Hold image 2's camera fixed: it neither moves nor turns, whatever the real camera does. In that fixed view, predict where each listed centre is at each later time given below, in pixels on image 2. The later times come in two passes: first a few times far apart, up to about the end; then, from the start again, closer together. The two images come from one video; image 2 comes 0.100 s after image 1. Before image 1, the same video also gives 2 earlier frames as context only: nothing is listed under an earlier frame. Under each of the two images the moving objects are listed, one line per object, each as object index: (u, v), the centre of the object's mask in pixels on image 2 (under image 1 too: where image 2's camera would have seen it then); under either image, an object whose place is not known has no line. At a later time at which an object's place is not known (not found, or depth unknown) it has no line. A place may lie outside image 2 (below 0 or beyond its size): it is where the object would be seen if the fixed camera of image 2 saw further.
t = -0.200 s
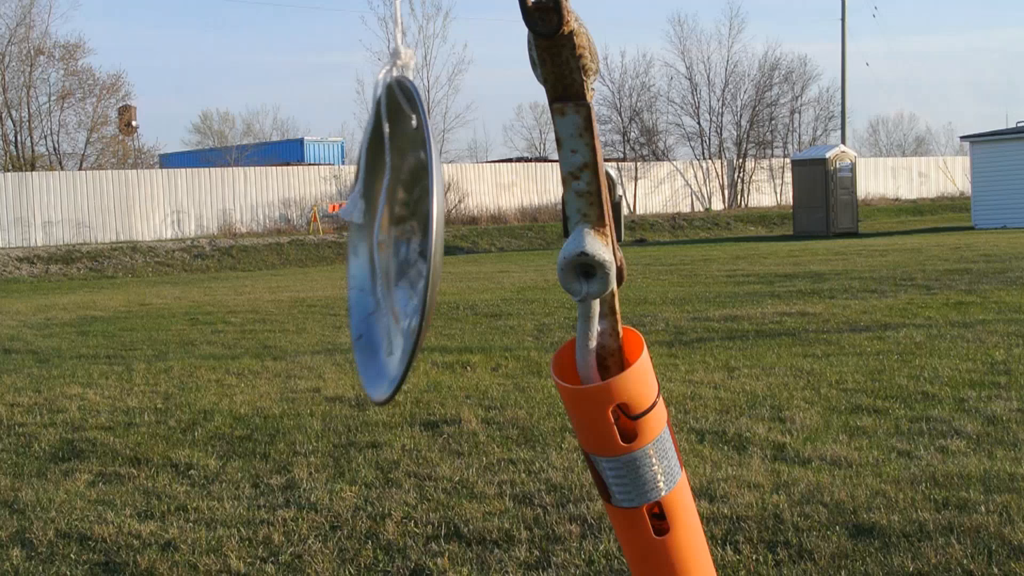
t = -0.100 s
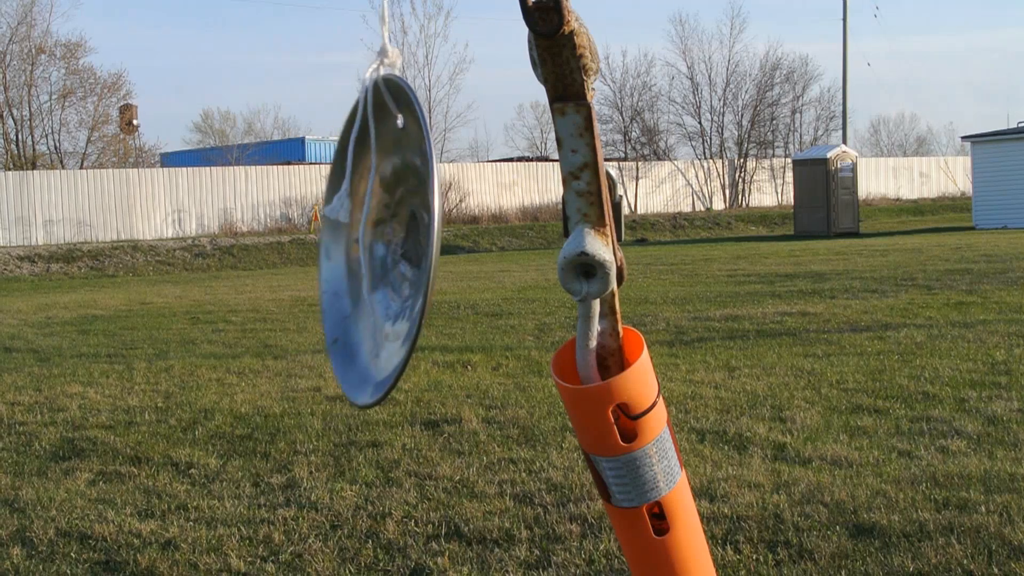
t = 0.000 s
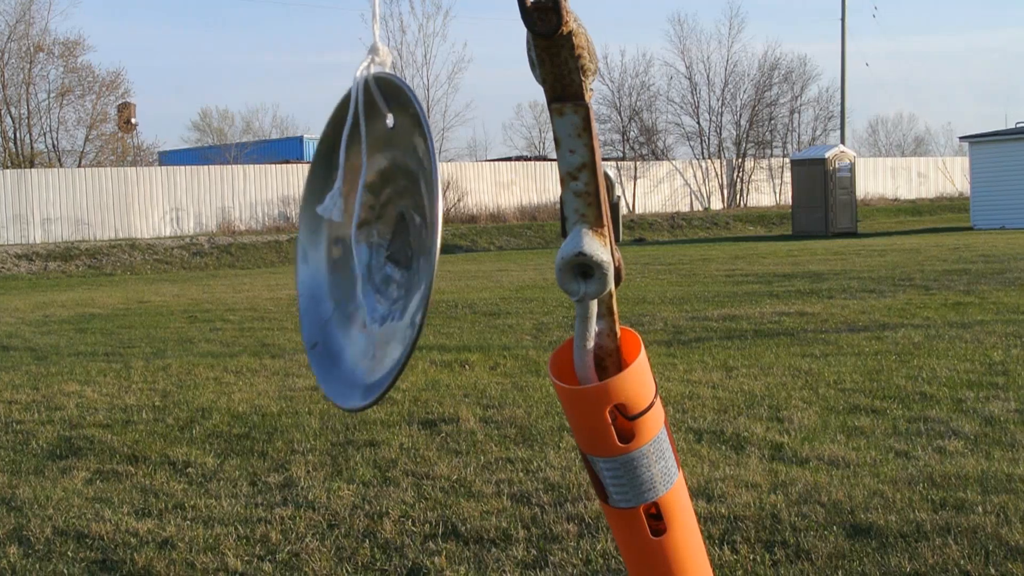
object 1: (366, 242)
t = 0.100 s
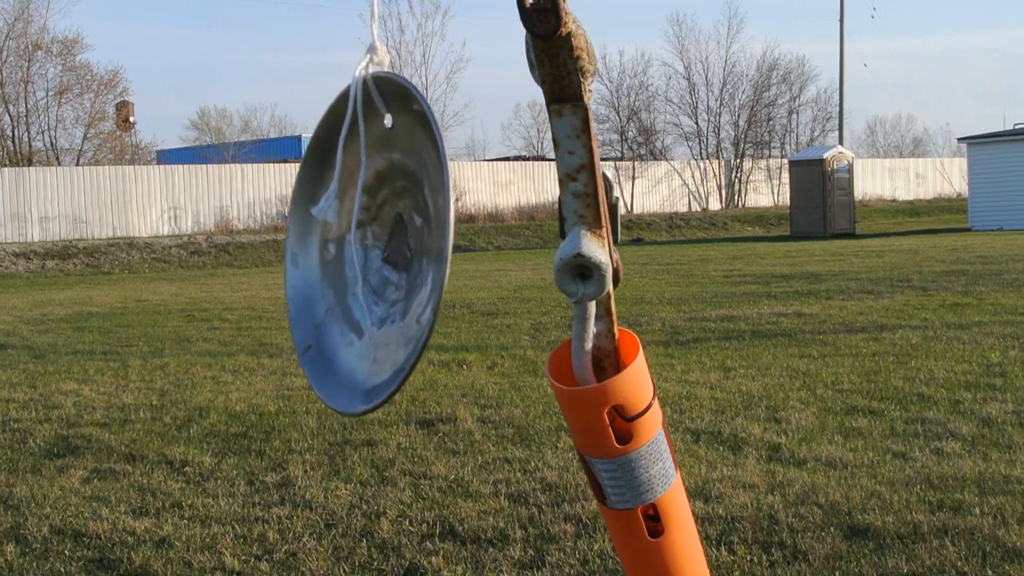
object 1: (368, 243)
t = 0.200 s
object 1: (379, 245)
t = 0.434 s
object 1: (427, 241)
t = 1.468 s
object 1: (386, 250)
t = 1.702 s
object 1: (401, 247)
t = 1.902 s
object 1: (435, 244)
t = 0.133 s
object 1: (371, 243)
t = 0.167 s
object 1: (375, 244)
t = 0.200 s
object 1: (379, 245)
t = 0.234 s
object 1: (385, 245)
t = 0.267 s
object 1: (390, 244)
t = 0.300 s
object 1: (397, 244)
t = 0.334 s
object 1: (404, 244)
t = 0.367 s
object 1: (412, 243)
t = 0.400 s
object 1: (420, 241)
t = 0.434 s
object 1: (427, 241)
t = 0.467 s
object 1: (435, 241)
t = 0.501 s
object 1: (442, 241)
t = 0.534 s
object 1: (448, 241)
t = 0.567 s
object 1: (453, 240)
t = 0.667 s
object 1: (465, 239)
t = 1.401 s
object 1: (389, 248)
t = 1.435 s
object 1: (386, 249)
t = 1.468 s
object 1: (386, 250)
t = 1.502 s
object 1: (385, 251)
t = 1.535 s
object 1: (385, 251)
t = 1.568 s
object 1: (386, 250)
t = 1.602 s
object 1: (388, 250)
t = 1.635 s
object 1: (392, 249)
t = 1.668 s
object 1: (396, 248)
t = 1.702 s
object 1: (401, 247)
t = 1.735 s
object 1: (407, 248)
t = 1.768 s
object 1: (413, 247)
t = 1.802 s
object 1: (419, 247)
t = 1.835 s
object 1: (425, 246)
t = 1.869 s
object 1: (430, 246)
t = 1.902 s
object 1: (435, 244)
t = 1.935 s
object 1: (440, 244)
